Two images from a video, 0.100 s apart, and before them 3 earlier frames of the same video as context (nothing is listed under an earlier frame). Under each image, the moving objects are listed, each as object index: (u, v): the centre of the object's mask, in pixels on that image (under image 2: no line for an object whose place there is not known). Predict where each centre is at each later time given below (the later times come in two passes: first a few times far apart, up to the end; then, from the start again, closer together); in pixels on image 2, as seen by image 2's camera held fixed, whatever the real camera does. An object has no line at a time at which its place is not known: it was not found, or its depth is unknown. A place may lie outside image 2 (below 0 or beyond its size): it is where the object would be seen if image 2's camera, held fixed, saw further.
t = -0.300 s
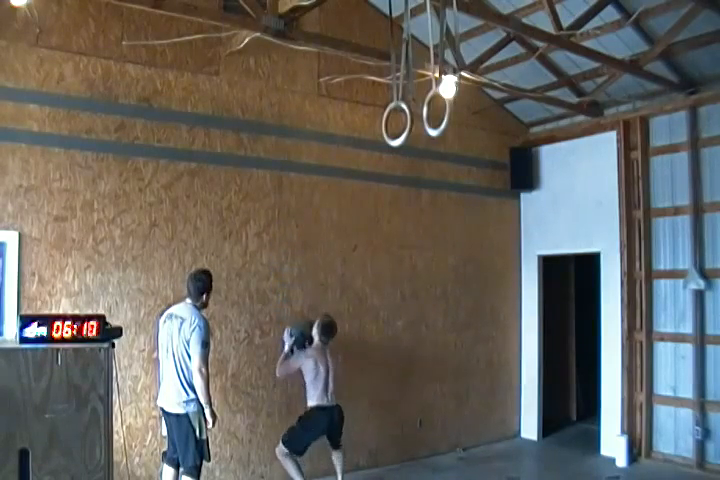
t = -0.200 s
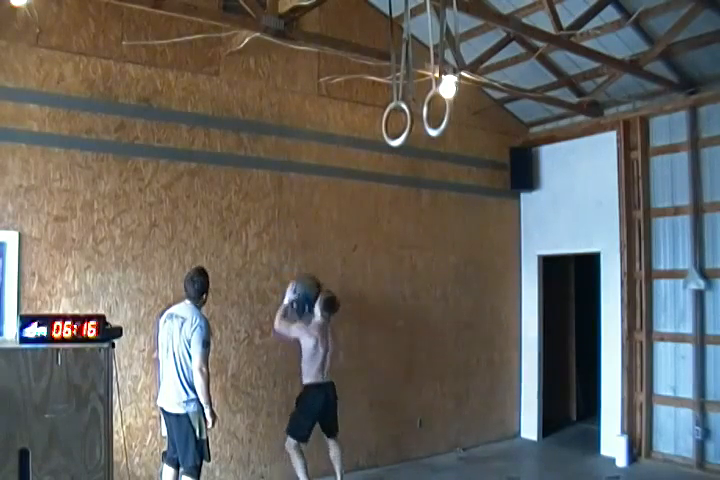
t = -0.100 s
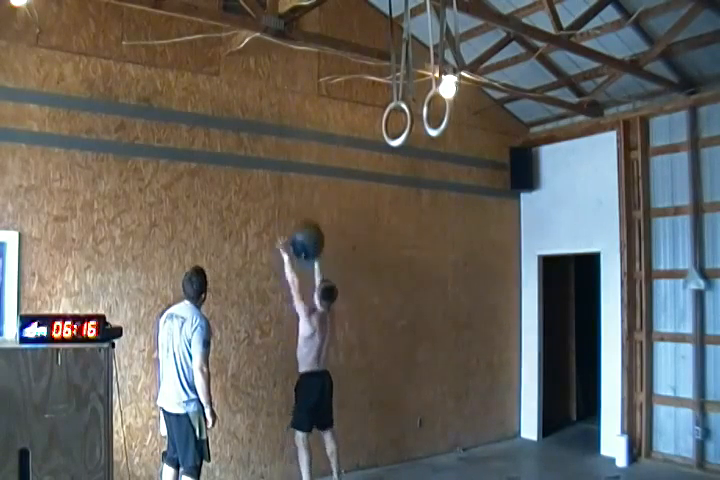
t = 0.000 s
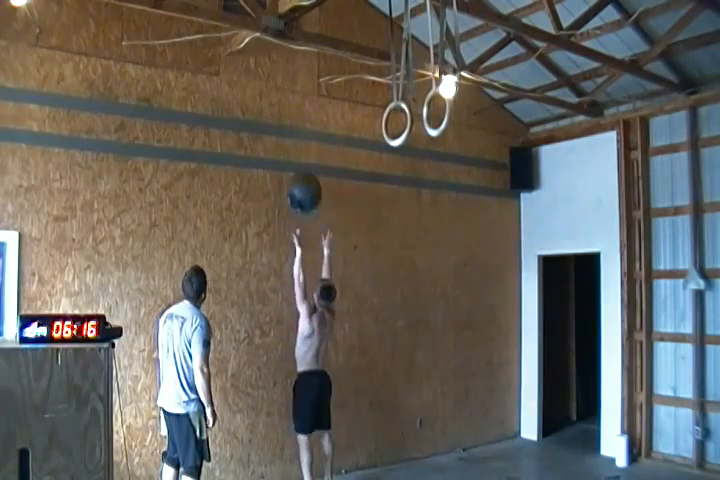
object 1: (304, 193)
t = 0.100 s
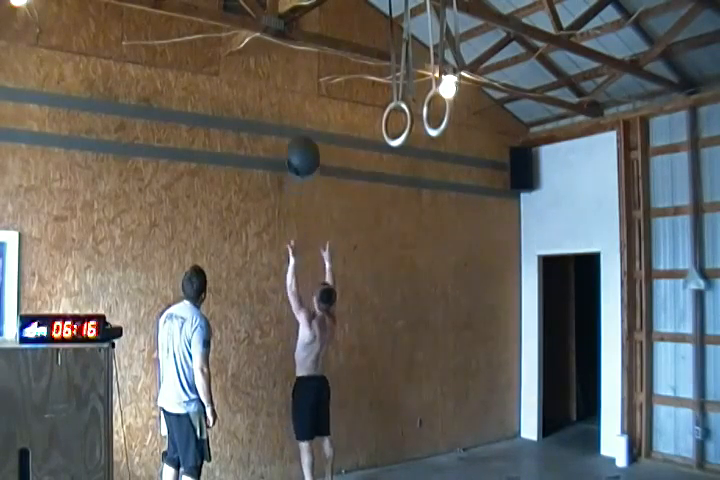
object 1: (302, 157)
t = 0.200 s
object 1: (299, 133)
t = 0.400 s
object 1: (295, 120)
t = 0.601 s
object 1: (297, 146)
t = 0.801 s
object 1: (299, 217)
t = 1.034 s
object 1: (300, 353)
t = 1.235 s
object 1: (305, 467)
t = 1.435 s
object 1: (312, 461)
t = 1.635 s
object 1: (319, 470)
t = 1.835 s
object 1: (320, 470)
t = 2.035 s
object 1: (318, 469)
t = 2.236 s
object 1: (318, 469)
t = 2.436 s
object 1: (318, 469)
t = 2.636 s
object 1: (318, 470)
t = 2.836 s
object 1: (318, 470)
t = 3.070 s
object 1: (318, 469)
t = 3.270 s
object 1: (318, 469)
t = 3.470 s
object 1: (318, 469)
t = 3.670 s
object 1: (318, 469)
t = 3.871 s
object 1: (318, 469)
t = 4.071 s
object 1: (318, 469)
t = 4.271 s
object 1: (318, 469)
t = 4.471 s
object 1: (318, 469)
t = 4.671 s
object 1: (318, 469)
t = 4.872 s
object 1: (318, 469)
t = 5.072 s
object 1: (318, 469)
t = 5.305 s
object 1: (318, 469)
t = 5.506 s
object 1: (318, 469)
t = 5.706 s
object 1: (318, 469)
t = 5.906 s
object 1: (318, 469)
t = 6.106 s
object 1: (318, 469)
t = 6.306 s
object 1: (318, 469)
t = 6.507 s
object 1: (318, 469)
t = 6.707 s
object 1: (318, 469)
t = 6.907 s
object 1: (318, 469)
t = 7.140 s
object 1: (318, 469)
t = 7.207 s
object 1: (318, 469)
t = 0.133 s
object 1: (302, 147)
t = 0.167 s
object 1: (300, 139)
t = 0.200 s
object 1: (299, 133)
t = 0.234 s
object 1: (299, 127)
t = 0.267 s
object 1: (298, 123)
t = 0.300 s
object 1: (297, 121)
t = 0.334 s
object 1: (296, 119)
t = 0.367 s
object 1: (296, 119)
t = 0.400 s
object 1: (295, 120)
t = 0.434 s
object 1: (294, 121)
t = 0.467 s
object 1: (295, 124)
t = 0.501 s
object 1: (295, 128)
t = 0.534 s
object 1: (296, 132)
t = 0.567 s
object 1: (296, 138)
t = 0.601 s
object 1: (297, 146)
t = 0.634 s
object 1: (297, 154)
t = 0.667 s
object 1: (297, 165)
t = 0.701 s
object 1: (298, 176)
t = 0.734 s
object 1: (298, 188)
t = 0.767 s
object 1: (298, 202)
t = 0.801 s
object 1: (299, 217)
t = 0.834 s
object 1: (299, 233)
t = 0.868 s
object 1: (300, 251)
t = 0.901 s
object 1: (301, 269)
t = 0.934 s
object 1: (300, 290)
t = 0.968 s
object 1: (302, 314)
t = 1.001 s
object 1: (301, 337)
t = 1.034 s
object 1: (300, 353)
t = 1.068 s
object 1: (303, 391)
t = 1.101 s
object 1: (302, 412)
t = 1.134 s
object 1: (302, 439)
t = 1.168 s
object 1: (304, 464)
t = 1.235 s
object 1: (305, 467)
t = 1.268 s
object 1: (306, 465)
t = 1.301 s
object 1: (307, 463)
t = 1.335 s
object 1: (308, 462)
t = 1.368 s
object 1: (309, 460)
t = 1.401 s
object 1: (310, 460)
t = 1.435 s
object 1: (312, 461)
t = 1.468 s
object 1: (314, 462)
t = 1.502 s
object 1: (315, 464)
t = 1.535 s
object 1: (317, 467)
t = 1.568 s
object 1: (319, 470)
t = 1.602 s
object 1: (319, 470)
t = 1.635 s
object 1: (319, 470)
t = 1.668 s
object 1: (320, 469)
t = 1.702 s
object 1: (319, 469)
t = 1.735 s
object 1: (320, 469)
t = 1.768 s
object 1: (320, 470)
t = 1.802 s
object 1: (320, 469)
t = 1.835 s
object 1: (320, 470)
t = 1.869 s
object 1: (320, 469)
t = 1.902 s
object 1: (319, 469)
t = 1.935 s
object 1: (319, 469)
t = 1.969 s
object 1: (320, 470)
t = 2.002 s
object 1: (319, 469)
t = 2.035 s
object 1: (318, 469)
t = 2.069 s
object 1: (318, 469)
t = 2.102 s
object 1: (318, 469)
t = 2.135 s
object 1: (318, 470)
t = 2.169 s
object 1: (318, 469)
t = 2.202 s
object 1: (318, 469)
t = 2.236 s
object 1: (318, 469)
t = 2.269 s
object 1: (318, 469)
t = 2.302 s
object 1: (318, 469)
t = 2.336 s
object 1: (318, 470)
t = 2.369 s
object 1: (318, 469)
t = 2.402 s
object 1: (318, 469)
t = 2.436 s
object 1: (318, 469)
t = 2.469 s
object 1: (318, 469)
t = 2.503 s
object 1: (319, 470)
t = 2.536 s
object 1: (318, 469)
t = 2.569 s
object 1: (318, 470)
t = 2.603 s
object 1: (318, 469)
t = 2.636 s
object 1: (318, 470)
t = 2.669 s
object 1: (318, 470)
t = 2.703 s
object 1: (318, 469)
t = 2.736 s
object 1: (318, 469)
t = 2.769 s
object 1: (318, 470)
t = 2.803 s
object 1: (318, 469)
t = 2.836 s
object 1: (318, 470)
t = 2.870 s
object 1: (318, 469)
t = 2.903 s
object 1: (318, 470)
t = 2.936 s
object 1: (318, 470)
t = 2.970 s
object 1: (318, 470)
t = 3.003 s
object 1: (318, 469)
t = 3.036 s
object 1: (318, 470)
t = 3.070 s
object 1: (318, 469)
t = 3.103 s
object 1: (318, 470)
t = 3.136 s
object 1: (318, 469)
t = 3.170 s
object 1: (318, 469)
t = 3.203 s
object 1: (318, 470)
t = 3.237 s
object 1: (318, 469)
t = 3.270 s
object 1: (318, 469)
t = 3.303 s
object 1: (318, 470)
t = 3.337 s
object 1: (318, 469)
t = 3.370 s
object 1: (318, 469)
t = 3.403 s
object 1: (318, 470)
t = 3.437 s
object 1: (318, 469)
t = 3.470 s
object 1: (318, 469)
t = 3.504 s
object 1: (318, 469)
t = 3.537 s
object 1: (318, 469)
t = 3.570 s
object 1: (318, 469)
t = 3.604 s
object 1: (318, 469)
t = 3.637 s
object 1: (318, 469)
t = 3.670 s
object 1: (318, 469)
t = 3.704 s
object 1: (318, 469)
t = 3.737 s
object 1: (318, 469)
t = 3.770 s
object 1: (318, 470)
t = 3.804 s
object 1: (318, 469)
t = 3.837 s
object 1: (318, 469)
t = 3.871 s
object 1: (318, 469)
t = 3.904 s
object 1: (318, 469)
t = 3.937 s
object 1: (318, 469)
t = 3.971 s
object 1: (318, 469)
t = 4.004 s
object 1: (318, 469)
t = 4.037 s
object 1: (318, 469)
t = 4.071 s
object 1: (318, 469)
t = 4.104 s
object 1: (318, 469)
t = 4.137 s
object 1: (318, 469)
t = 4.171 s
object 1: (318, 469)
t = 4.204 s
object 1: (318, 469)
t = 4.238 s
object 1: (318, 469)
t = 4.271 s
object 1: (318, 469)
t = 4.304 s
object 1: (318, 469)
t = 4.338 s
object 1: (318, 469)
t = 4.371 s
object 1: (318, 469)
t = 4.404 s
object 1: (318, 469)
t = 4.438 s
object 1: (318, 469)
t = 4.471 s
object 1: (318, 469)
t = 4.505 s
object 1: (318, 469)
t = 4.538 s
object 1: (318, 469)
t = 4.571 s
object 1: (318, 469)
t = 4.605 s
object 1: (318, 469)
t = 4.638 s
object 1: (318, 469)
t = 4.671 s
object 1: (318, 469)
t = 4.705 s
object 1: (318, 469)
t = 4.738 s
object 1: (318, 469)
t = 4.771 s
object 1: (318, 469)
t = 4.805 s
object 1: (318, 469)
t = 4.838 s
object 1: (318, 469)
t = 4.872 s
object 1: (318, 469)
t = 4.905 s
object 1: (318, 469)
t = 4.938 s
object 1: (318, 469)
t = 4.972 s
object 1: (318, 469)
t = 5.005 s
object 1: (318, 469)
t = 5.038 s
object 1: (318, 469)
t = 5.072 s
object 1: (318, 469)
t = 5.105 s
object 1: (318, 469)
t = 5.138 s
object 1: (318, 469)
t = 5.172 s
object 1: (318, 469)
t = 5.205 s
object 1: (318, 469)
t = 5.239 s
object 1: (318, 469)
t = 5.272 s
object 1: (318, 469)
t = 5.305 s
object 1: (318, 469)
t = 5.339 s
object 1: (318, 469)
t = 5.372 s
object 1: (318, 469)
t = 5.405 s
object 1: (318, 469)
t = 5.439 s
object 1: (318, 469)
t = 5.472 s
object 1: (318, 469)
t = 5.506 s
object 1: (318, 469)
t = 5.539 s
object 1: (318, 469)
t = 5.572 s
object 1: (318, 469)
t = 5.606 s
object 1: (318, 469)
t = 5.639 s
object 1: (318, 469)
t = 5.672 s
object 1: (318, 469)
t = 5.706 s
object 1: (318, 469)
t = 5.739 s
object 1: (318, 469)
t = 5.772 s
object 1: (318, 469)
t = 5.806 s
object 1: (318, 469)
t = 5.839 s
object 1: (318, 469)
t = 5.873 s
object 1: (318, 469)
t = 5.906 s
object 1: (318, 469)
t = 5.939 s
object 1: (318, 469)
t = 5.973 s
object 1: (318, 469)
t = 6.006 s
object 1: (318, 470)
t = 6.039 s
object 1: (318, 469)
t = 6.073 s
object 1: (318, 469)
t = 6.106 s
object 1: (318, 469)
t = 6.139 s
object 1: (318, 469)
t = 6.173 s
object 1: (318, 469)
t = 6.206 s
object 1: (318, 469)
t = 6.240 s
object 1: (318, 469)
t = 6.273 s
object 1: (318, 469)
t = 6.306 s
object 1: (318, 469)
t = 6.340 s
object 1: (318, 469)
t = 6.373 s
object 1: (318, 469)
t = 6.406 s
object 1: (318, 469)
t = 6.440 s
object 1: (318, 469)
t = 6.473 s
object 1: (318, 469)
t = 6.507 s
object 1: (318, 469)
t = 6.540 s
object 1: (318, 469)
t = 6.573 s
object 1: (318, 469)
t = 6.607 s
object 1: (318, 469)
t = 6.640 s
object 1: (318, 469)
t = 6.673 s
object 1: (318, 469)
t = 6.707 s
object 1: (318, 469)
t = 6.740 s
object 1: (318, 469)
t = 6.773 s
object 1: (318, 469)
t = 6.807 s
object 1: (318, 469)
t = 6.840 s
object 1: (318, 469)
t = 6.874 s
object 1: (318, 469)
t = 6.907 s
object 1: (318, 469)
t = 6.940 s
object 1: (318, 469)
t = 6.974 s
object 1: (318, 469)
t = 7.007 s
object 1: (318, 469)
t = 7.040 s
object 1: (318, 469)
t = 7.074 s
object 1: (318, 469)
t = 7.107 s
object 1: (318, 469)
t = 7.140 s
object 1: (318, 469)
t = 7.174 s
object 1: (318, 469)
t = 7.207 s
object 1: (318, 469)
